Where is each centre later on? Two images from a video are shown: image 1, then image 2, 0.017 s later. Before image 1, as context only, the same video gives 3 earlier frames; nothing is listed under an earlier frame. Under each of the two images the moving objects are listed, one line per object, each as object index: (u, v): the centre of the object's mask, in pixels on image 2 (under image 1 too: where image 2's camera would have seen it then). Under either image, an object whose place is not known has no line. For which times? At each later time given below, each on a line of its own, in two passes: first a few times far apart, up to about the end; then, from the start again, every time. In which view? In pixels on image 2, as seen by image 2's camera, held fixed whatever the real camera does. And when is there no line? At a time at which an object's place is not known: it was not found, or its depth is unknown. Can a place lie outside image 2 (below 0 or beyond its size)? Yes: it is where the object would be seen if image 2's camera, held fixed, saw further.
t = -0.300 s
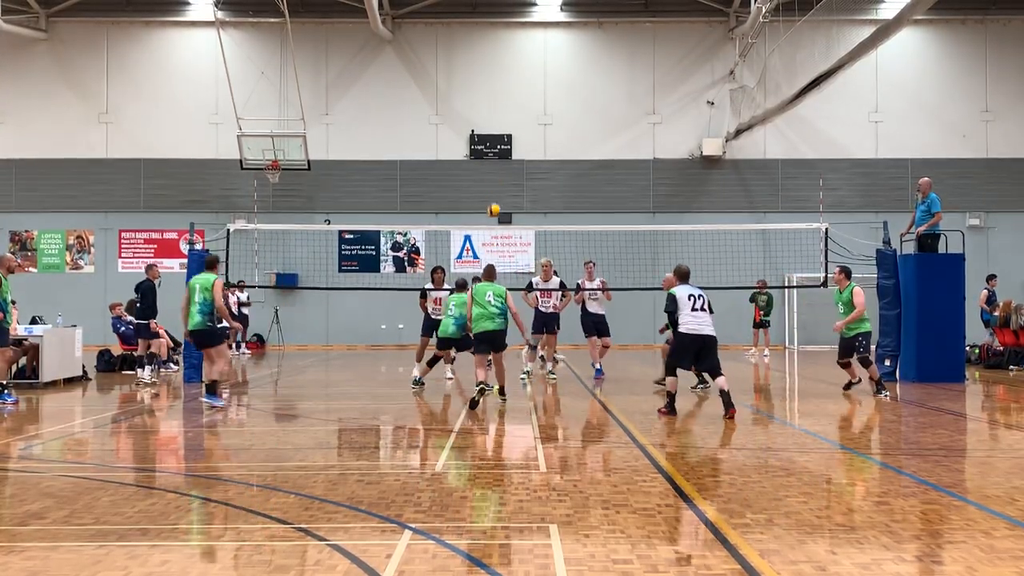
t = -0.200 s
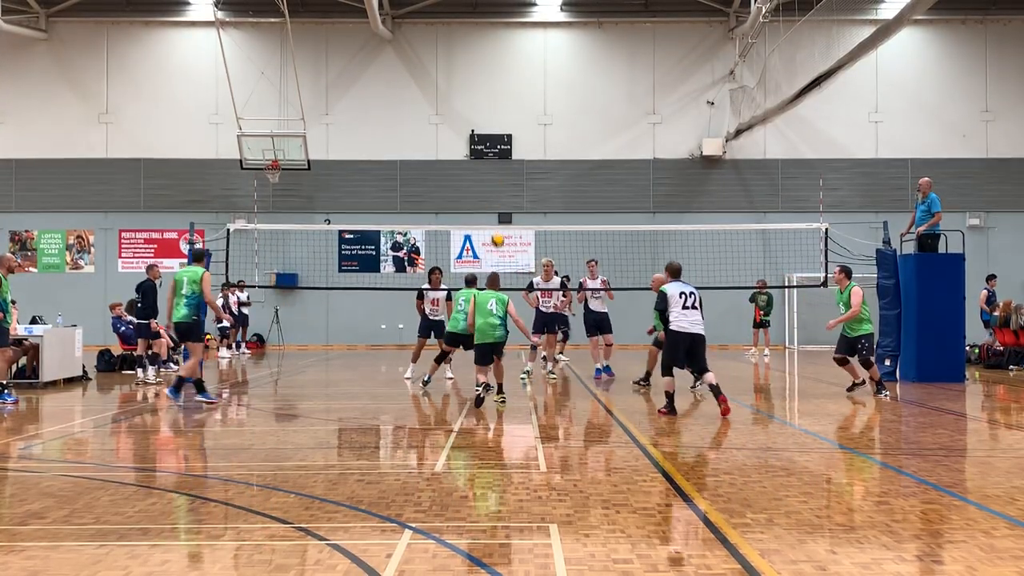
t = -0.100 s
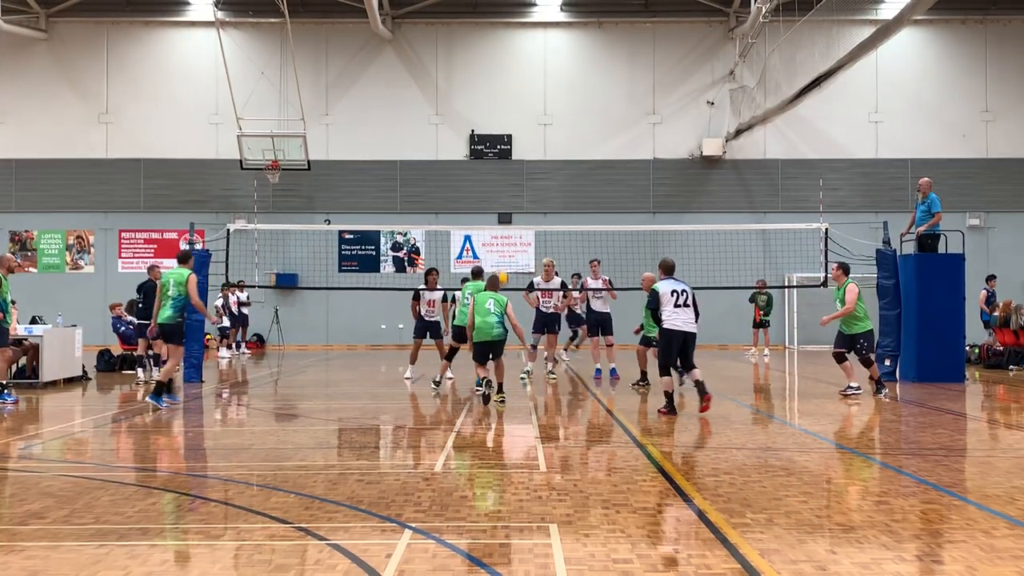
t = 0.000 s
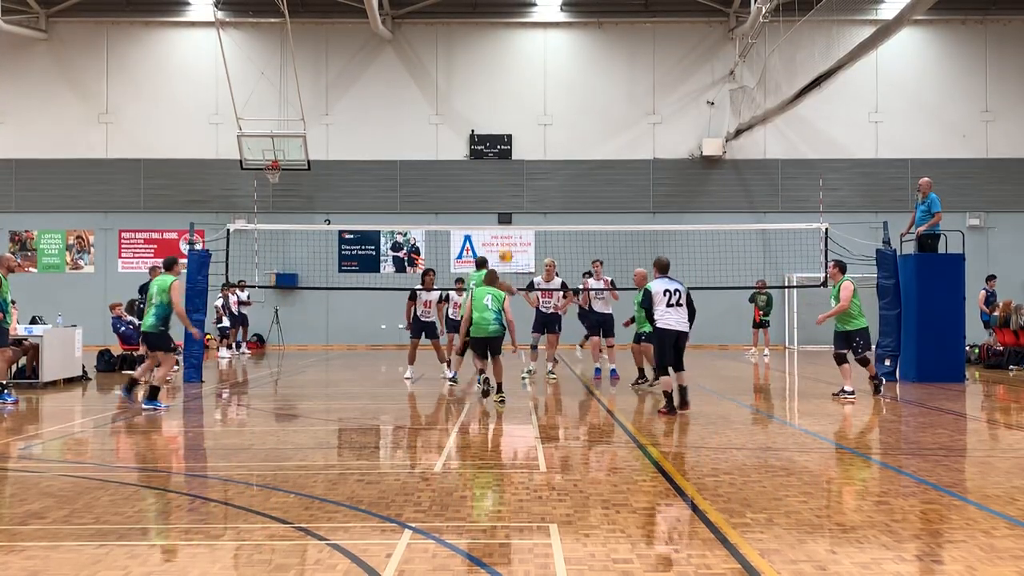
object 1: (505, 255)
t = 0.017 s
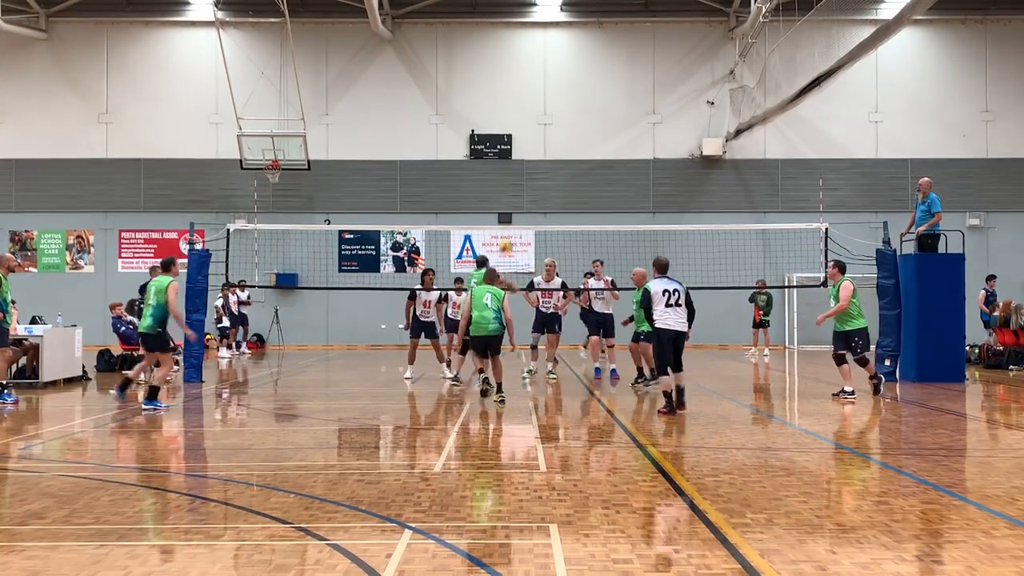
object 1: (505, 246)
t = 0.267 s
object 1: (515, 136)
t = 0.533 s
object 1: (524, 70)
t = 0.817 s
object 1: (533, 53)
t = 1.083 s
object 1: (541, 86)
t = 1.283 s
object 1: (547, 140)
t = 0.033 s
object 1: (506, 237)
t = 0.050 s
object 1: (507, 227)
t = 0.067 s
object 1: (507, 219)
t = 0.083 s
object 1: (508, 211)
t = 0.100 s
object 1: (509, 203)
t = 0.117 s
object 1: (510, 195)
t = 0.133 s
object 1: (511, 188)
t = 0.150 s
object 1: (511, 180)
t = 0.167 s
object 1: (512, 174)
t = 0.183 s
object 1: (513, 167)
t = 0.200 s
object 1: (513, 161)
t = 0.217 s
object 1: (513, 154)
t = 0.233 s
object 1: (514, 148)
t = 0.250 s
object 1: (515, 141)
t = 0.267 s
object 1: (515, 136)
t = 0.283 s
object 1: (516, 131)
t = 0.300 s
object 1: (517, 126)
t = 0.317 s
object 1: (517, 121)
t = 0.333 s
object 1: (518, 115)
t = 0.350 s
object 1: (518, 110)
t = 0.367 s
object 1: (519, 105)
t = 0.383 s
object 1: (520, 101)
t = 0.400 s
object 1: (520, 96)
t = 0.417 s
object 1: (521, 92)
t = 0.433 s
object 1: (521, 89)
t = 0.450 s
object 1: (522, 84)
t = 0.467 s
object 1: (522, 82)
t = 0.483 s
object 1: (523, 79)
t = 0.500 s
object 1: (523, 76)
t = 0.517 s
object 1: (523, 73)
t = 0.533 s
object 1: (524, 70)
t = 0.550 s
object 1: (525, 68)
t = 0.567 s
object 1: (525, 65)
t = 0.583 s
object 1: (526, 64)
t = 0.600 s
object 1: (526, 61)
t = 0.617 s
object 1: (527, 59)
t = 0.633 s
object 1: (527, 58)
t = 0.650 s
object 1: (528, 57)
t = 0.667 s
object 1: (528, 56)
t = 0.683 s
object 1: (529, 54)
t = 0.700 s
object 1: (530, 54)
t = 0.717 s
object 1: (530, 53)
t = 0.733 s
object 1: (531, 53)
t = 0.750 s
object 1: (531, 52)
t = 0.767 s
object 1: (532, 52)
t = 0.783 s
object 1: (532, 52)
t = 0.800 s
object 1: (533, 53)
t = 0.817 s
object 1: (533, 53)
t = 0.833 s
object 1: (533, 54)
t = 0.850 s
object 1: (534, 55)
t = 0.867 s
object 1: (535, 56)
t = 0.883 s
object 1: (535, 57)
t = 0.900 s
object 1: (536, 58)
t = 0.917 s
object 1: (536, 60)
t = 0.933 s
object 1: (537, 61)
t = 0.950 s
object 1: (537, 63)
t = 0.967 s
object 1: (538, 65)
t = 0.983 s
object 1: (538, 68)
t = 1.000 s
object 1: (539, 70)
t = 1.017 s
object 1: (539, 73)
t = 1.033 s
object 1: (539, 76)
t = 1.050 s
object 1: (540, 79)
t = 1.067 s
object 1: (540, 83)
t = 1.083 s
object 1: (541, 86)
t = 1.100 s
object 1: (542, 89)
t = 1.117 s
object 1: (542, 93)
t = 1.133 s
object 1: (542, 97)
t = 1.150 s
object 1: (543, 100)
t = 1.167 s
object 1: (543, 106)
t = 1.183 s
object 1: (544, 109)
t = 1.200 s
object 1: (545, 114)
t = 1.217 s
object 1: (545, 119)
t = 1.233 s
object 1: (545, 124)
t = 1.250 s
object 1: (546, 129)
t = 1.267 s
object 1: (546, 134)
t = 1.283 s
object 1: (547, 140)
